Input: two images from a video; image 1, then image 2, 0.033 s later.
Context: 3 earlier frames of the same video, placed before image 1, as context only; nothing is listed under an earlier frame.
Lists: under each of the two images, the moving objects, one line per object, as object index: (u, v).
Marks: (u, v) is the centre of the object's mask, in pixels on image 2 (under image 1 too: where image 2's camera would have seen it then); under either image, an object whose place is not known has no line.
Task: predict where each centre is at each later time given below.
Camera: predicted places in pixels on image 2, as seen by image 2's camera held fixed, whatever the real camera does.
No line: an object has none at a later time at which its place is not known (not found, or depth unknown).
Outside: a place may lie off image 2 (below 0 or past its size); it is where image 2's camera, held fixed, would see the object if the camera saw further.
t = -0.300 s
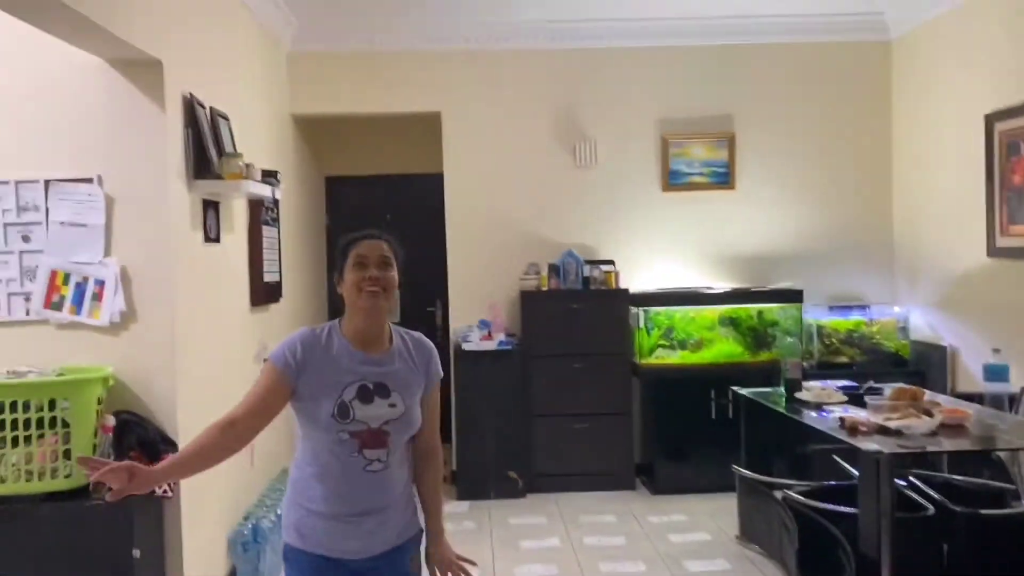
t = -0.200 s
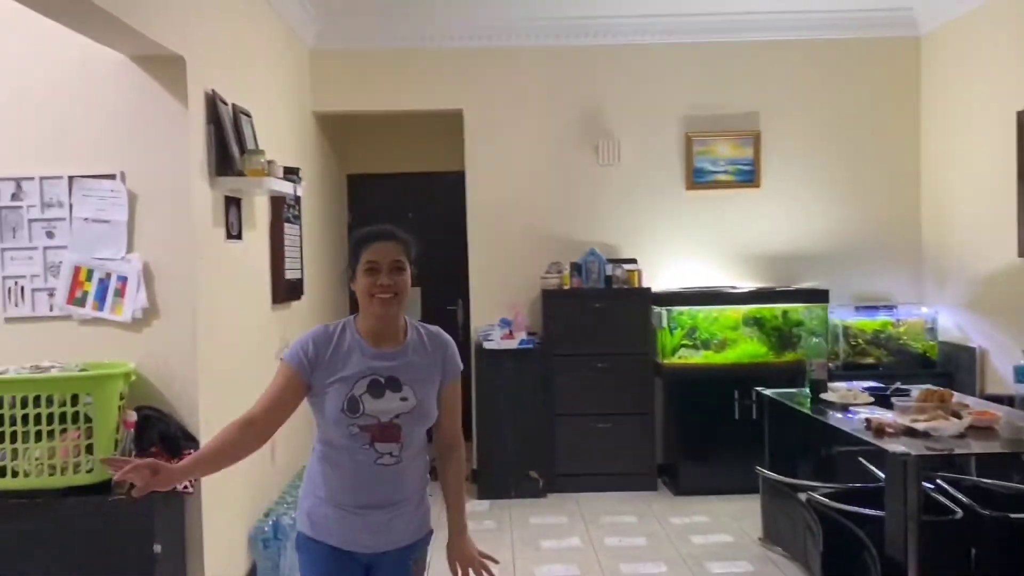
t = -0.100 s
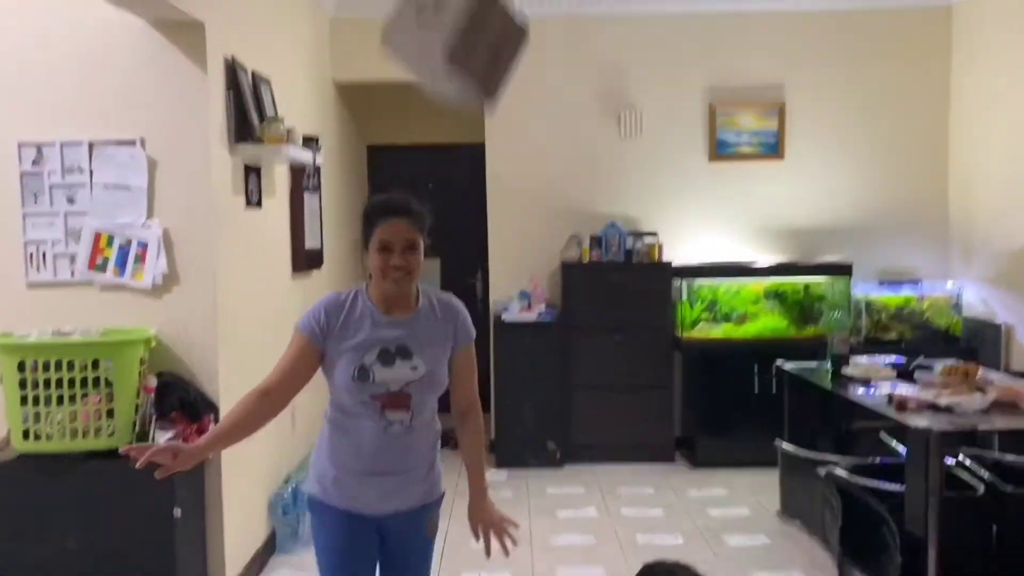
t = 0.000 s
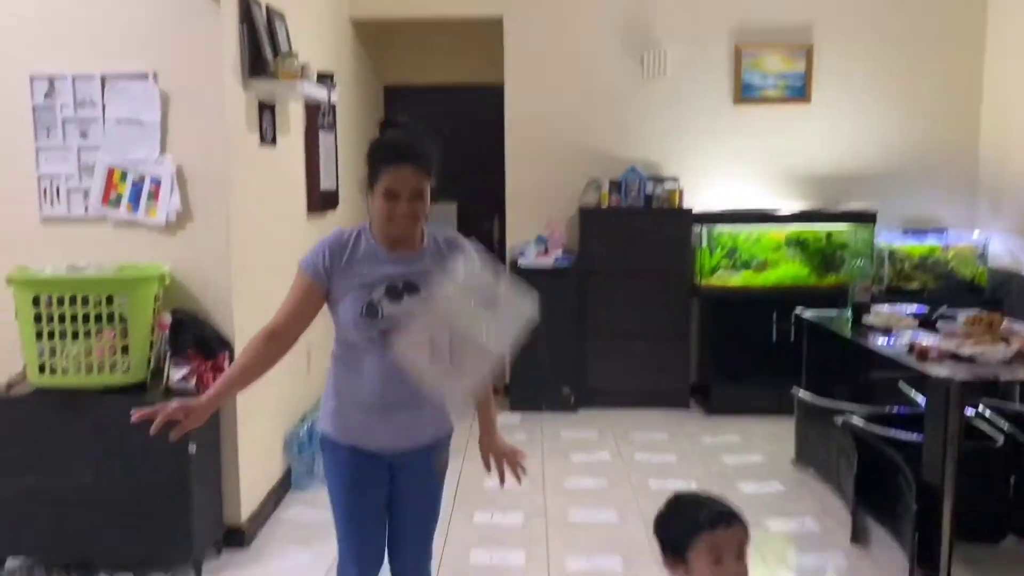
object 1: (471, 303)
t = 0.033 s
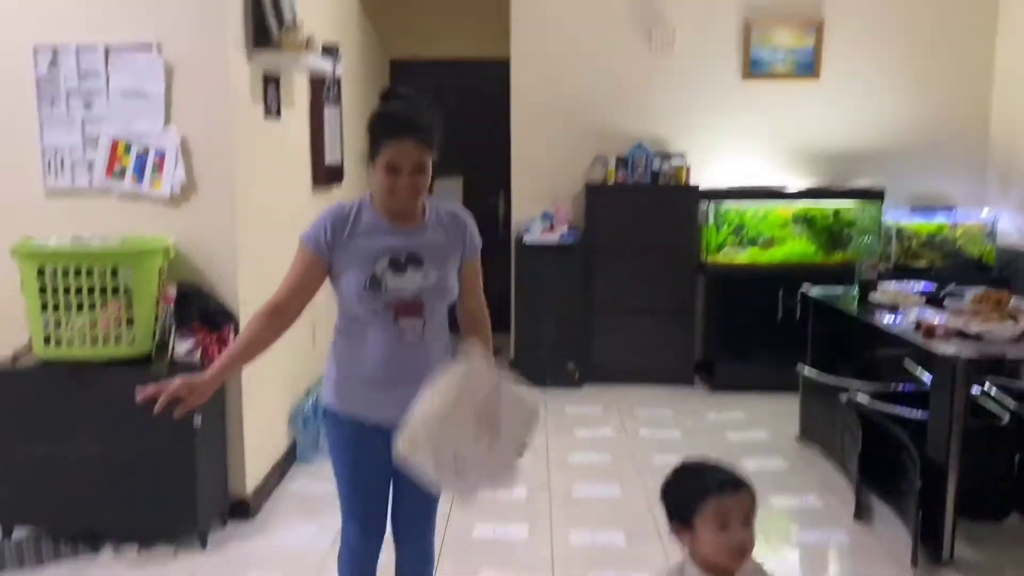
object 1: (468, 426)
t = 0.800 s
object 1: (455, 740)
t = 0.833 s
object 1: (456, 731)
